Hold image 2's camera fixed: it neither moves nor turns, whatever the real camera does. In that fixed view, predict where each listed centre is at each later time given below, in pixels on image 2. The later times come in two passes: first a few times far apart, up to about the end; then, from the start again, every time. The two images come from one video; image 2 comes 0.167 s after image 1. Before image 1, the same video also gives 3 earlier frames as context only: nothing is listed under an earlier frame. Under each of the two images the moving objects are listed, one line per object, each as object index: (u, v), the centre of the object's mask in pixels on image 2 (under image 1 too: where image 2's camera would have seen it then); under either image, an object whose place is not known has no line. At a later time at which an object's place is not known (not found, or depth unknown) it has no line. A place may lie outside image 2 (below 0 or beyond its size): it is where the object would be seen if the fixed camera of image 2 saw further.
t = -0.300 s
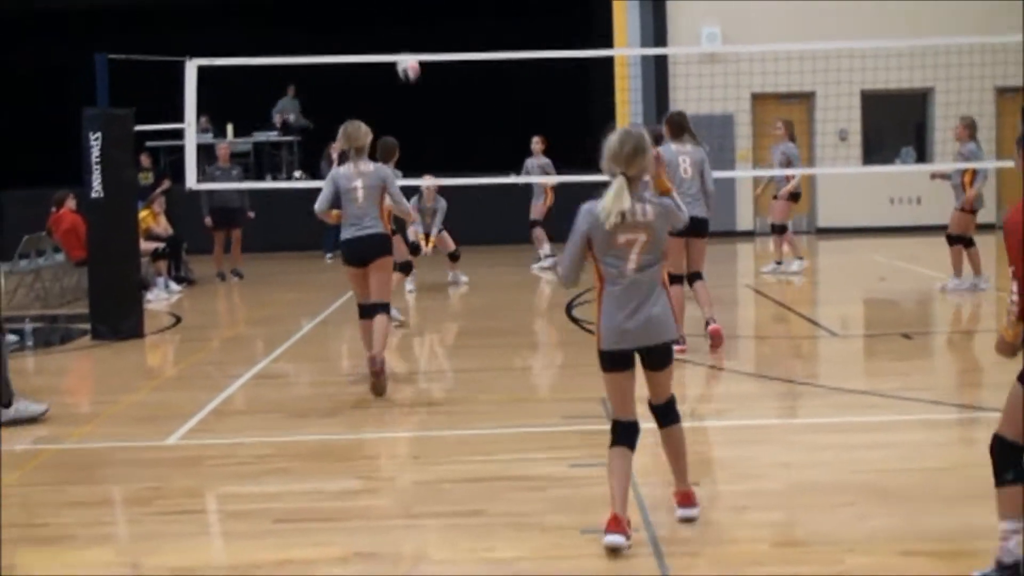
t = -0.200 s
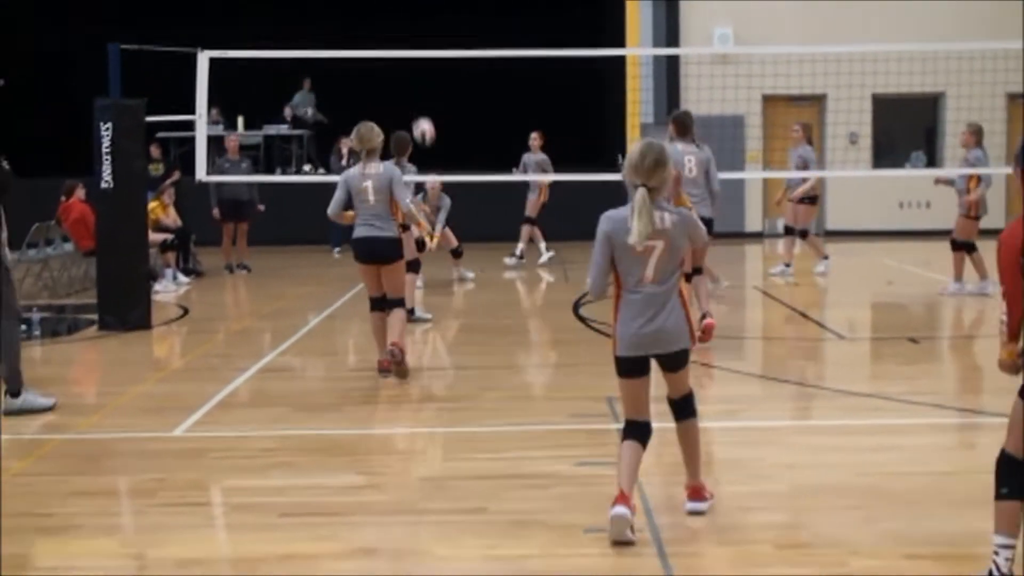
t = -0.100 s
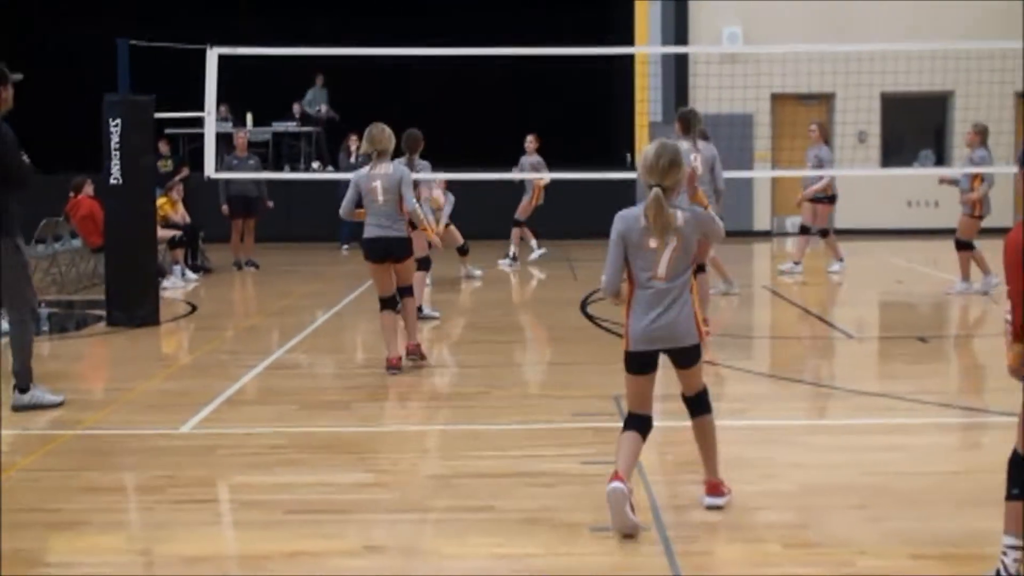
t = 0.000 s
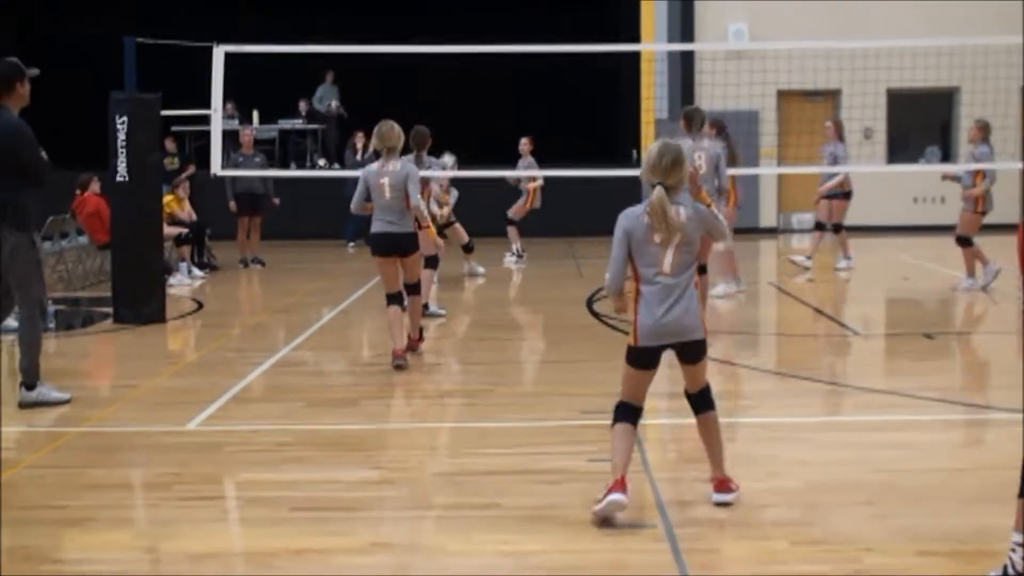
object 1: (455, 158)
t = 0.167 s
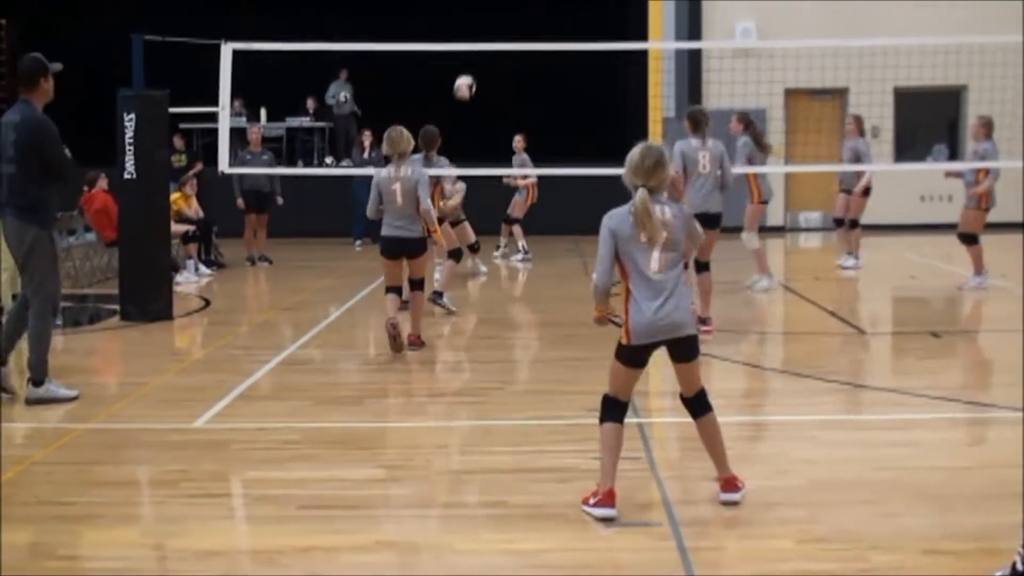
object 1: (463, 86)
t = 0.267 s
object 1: (470, 52)
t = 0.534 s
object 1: (493, 8)
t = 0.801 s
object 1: (516, 36)
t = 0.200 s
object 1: (466, 74)
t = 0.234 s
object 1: (468, 63)
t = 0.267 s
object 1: (470, 52)
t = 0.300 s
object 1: (474, 41)
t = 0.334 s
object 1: (477, 32)
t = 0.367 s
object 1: (480, 27)
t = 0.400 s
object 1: (482, 21)
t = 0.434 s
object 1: (485, 16)
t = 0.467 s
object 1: (488, 12)
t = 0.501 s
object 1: (491, 9)
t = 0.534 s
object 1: (493, 8)
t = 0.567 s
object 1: (496, 8)
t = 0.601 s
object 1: (499, 9)
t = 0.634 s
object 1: (502, 10)
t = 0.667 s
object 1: (505, 14)
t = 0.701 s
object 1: (508, 18)
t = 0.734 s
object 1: (511, 25)
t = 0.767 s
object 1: (514, 31)
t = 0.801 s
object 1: (516, 36)
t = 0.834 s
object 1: (519, 52)
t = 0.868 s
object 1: (523, 63)
